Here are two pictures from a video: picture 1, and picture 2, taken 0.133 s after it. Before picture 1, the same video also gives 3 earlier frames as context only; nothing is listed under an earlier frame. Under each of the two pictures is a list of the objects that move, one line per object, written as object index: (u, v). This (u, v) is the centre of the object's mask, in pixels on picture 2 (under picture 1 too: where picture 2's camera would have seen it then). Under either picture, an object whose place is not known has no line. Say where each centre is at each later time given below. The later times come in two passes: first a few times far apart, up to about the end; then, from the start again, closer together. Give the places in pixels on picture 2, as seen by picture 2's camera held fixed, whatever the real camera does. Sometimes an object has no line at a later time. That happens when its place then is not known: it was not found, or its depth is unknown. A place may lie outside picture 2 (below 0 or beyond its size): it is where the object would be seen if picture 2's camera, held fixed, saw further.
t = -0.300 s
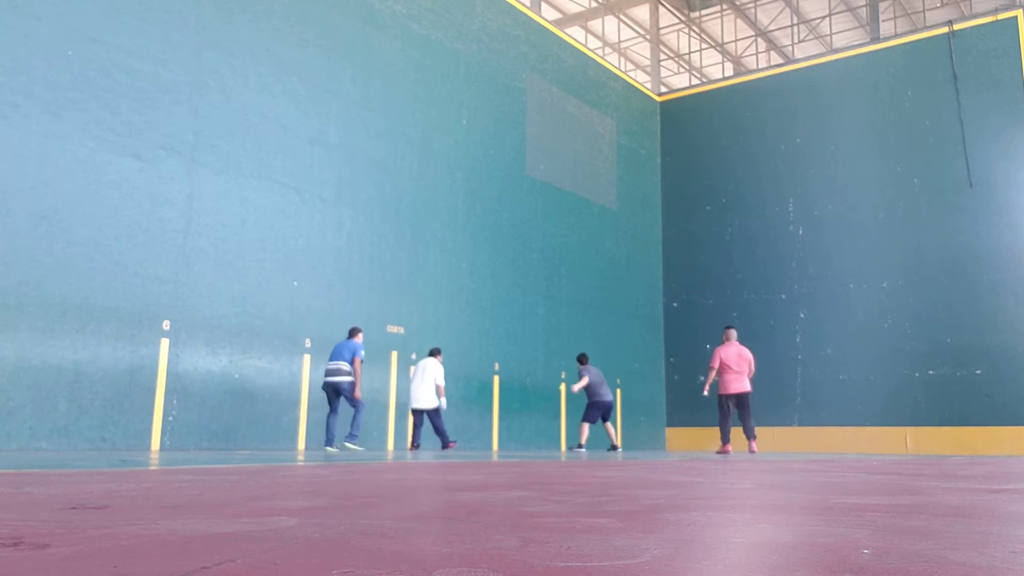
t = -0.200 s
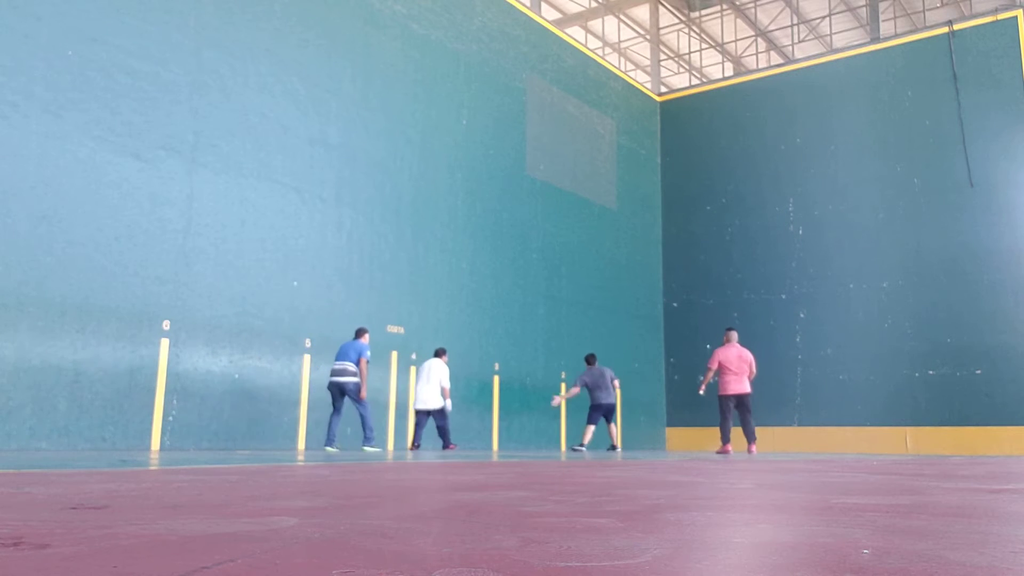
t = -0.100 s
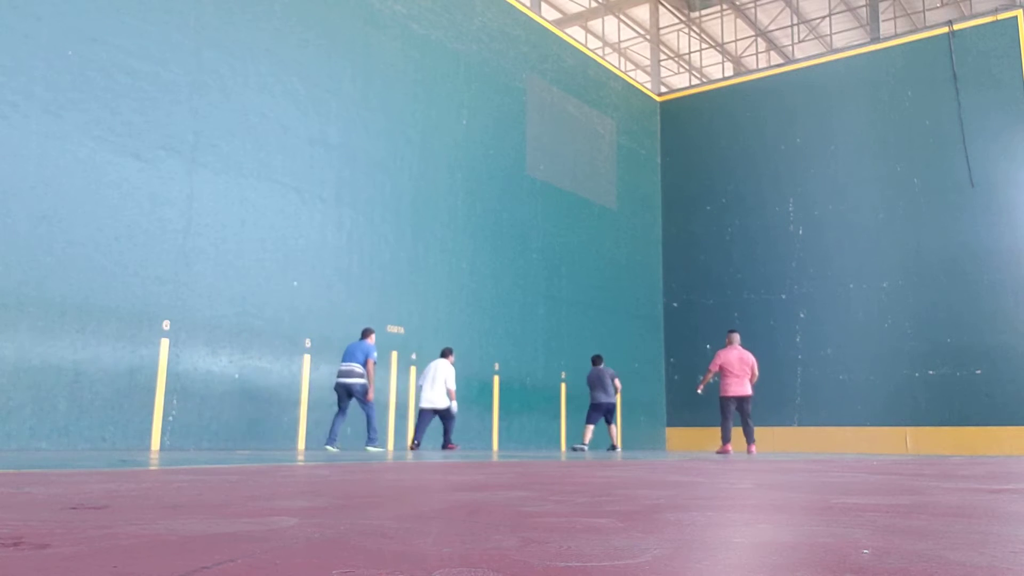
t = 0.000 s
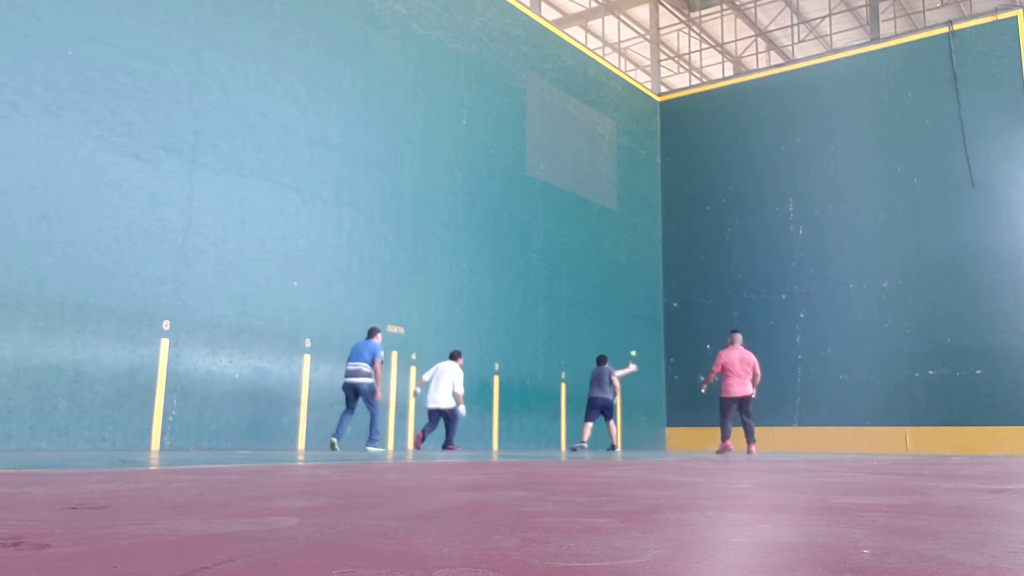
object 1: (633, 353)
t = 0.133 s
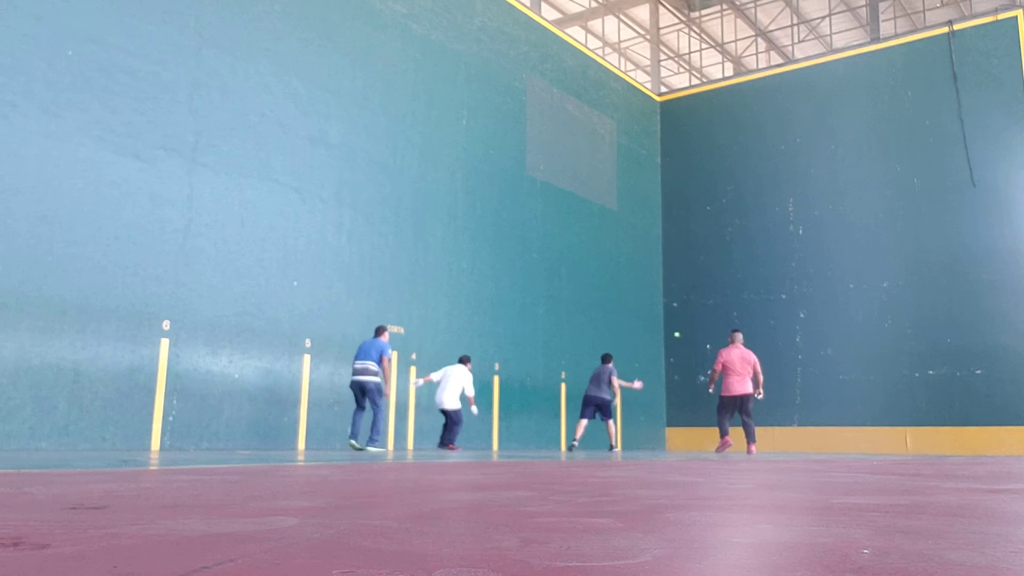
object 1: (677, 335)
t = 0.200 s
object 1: (694, 330)
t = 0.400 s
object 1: (742, 327)
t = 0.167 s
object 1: (685, 333)
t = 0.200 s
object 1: (694, 330)
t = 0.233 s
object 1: (704, 328)
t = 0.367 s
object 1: (735, 326)
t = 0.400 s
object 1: (742, 327)
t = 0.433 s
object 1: (743, 327)
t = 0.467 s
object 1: (736, 325)
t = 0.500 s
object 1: (730, 324)
